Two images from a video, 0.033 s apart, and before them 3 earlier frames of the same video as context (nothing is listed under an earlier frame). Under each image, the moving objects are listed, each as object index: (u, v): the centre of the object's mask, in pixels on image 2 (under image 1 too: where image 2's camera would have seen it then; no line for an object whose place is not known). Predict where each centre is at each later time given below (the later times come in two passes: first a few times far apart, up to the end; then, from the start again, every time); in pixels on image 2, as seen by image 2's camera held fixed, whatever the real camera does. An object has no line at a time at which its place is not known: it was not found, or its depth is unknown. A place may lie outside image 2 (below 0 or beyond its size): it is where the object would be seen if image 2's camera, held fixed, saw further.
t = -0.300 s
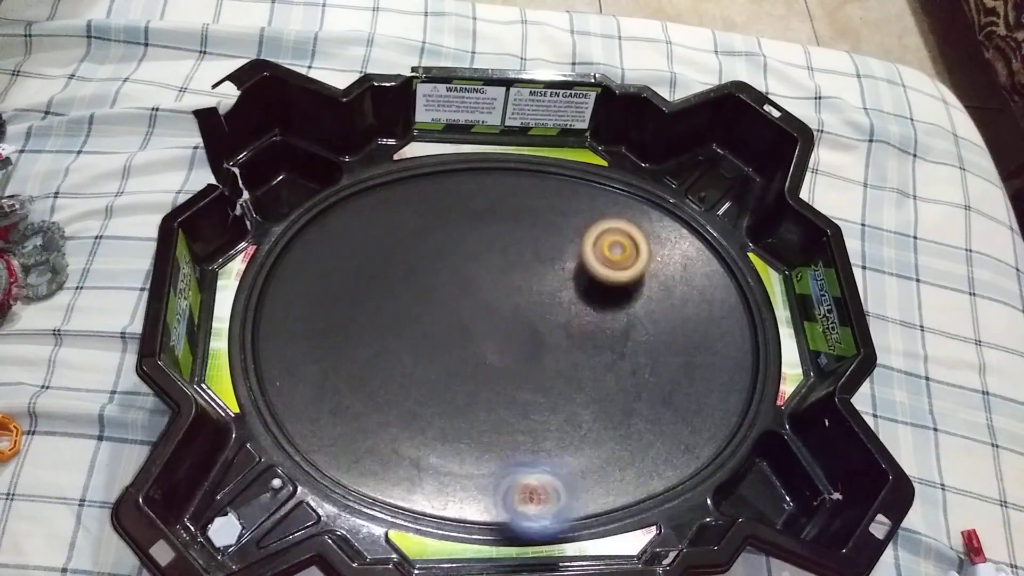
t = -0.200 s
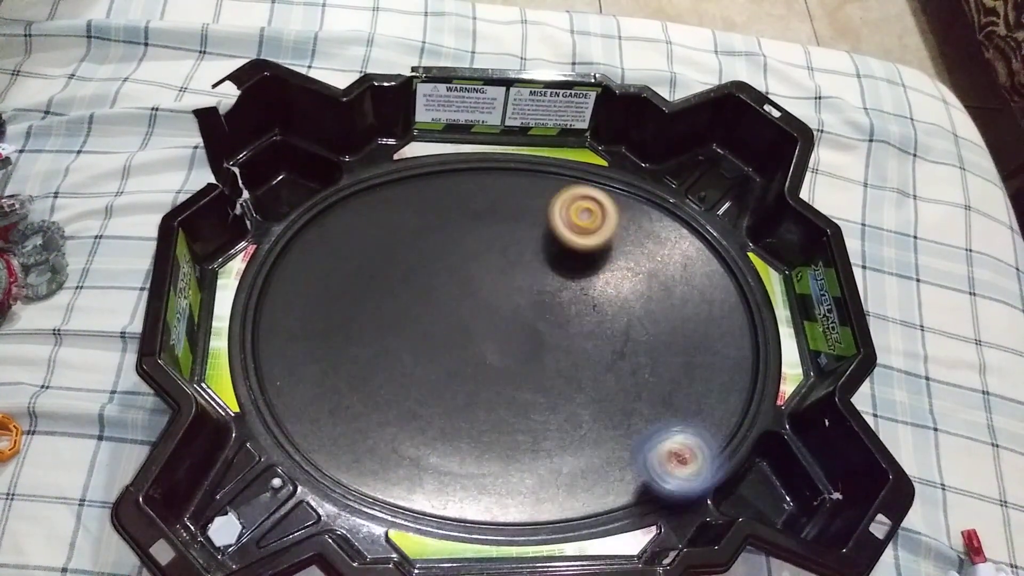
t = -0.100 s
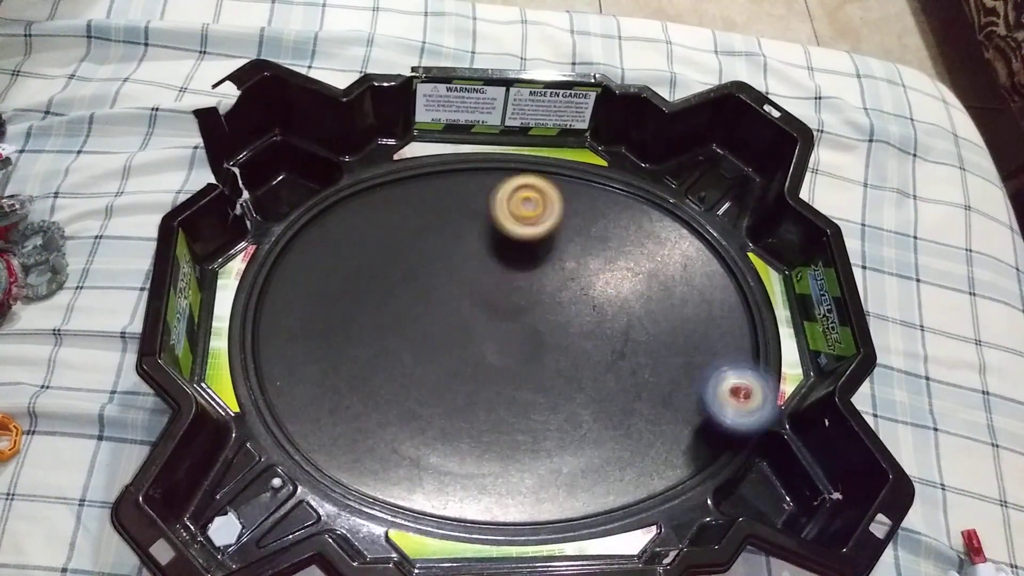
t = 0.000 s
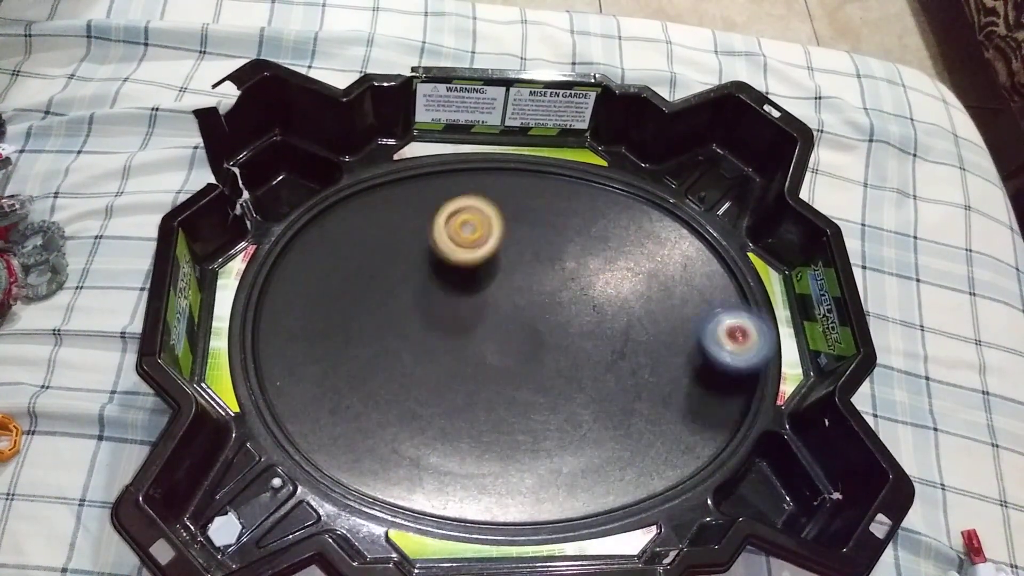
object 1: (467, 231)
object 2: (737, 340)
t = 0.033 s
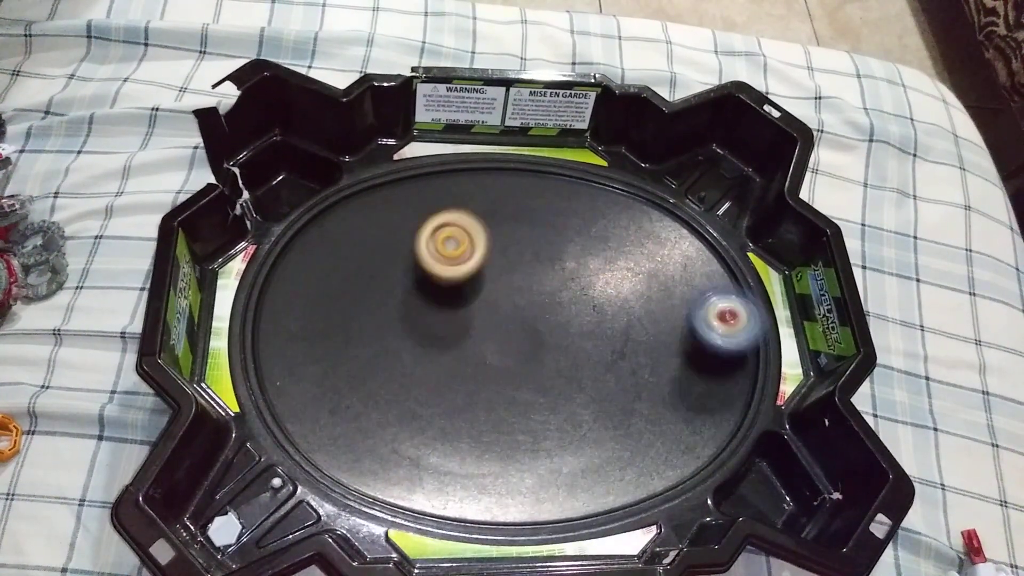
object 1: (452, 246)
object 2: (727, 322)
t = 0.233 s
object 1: (441, 379)
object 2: (593, 241)
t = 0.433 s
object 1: (558, 451)
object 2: (412, 257)
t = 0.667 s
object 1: (677, 375)
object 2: (313, 389)
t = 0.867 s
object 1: (640, 283)
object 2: (373, 464)
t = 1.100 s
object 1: (475, 284)
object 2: (505, 440)
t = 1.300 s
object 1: (387, 387)
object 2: (548, 354)
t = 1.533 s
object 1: (468, 477)
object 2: (512, 278)
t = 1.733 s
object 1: (580, 429)
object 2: (452, 252)
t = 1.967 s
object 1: (559, 307)
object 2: (409, 280)
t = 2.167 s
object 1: (444, 258)
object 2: (427, 330)
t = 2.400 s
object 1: (347, 324)
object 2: (512, 368)
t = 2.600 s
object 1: (390, 389)
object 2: (575, 361)
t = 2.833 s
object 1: (498, 366)
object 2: (604, 330)
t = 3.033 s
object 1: (465, 301)
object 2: (642, 307)
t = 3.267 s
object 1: (348, 308)
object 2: (669, 276)
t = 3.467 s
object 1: (354, 365)
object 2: (636, 274)
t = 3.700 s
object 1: (442, 370)
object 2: (563, 317)
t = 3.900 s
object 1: (437, 338)
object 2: (588, 358)
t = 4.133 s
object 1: (446, 324)
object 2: (607, 368)
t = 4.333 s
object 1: (469, 328)
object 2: (589, 367)
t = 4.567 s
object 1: (443, 284)
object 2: (574, 389)
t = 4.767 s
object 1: (390, 259)
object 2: (594, 404)
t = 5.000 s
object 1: (394, 311)
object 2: (577, 388)
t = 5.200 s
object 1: (440, 342)
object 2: (541, 363)
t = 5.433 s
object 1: (354, 320)
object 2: (630, 352)
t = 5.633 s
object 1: (383, 350)
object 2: (629, 318)
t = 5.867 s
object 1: (465, 352)
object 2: (573, 294)
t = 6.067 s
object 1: (480, 364)
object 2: (537, 272)
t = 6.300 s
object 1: (510, 368)
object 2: (493, 264)
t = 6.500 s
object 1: (527, 354)
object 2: (459, 290)
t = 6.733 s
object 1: (527, 347)
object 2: (446, 345)
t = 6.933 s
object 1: (556, 346)
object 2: (432, 385)
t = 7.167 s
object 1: (568, 325)
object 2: (437, 409)
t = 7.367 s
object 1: (547, 321)
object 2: (456, 399)
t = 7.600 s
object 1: (572, 321)
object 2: (432, 380)
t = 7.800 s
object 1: (598, 294)
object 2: (392, 373)
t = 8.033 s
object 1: (568, 293)
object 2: (384, 350)
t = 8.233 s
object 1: (534, 322)
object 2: (410, 325)
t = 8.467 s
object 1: (511, 371)
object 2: (462, 305)
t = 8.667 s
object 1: (503, 394)
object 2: (511, 303)
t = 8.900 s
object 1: (500, 387)
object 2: (562, 322)
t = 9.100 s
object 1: (486, 361)
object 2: (592, 345)
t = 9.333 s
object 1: (457, 328)
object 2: (598, 368)
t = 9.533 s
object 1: (435, 309)
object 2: (573, 377)
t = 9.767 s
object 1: (433, 311)
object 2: (473, 390)
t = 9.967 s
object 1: (456, 322)
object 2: (413, 412)
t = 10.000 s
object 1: (460, 323)
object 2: (408, 413)
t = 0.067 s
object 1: (439, 265)
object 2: (713, 303)
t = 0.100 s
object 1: (430, 286)
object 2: (695, 289)
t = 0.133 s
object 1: (427, 309)
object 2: (674, 275)
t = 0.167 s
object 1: (427, 333)
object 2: (650, 259)
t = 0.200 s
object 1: (432, 357)
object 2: (624, 248)
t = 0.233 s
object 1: (441, 379)
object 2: (593, 241)
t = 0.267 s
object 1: (455, 401)
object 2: (563, 235)
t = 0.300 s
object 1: (471, 418)
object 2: (534, 231)
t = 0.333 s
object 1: (492, 433)
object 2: (501, 233)
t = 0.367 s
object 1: (512, 442)
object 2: (469, 238)
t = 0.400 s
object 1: (536, 449)
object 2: (440, 247)
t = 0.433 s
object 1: (558, 451)
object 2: (412, 257)
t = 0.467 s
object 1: (582, 448)
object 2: (386, 272)
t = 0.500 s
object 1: (602, 443)
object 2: (361, 290)
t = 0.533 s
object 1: (623, 434)
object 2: (343, 309)
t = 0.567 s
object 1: (641, 422)
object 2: (329, 330)
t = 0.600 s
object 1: (657, 408)
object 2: (319, 352)
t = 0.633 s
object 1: (669, 392)
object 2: (315, 371)
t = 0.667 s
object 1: (677, 375)
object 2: (313, 389)
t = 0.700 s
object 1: (682, 358)
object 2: (316, 407)
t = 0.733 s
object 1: (682, 340)
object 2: (322, 422)
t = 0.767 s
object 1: (677, 324)
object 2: (331, 436)
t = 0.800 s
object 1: (668, 309)
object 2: (343, 447)
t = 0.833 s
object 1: (656, 295)
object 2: (357, 457)
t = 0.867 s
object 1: (640, 283)
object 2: (373, 464)
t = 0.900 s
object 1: (621, 273)
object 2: (393, 468)
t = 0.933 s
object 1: (599, 267)
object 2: (412, 469)
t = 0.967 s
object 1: (575, 264)
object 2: (432, 468)
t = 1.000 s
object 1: (550, 264)
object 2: (452, 465)
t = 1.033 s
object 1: (525, 267)
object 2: (470, 459)
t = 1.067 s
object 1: (500, 274)
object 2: (488, 450)
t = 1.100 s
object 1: (475, 284)
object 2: (505, 440)
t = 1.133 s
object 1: (455, 296)
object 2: (519, 428)
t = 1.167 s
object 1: (434, 312)
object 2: (531, 411)
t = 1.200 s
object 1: (417, 328)
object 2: (540, 399)
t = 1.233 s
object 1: (402, 348)
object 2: (546, 384)
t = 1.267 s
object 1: (392, 368)
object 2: (548, 369)
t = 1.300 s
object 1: (387, 387)
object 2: (548, 354)
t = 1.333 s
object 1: (386, 406)
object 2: (546, 340)
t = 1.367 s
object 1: (390, 423)
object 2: (543, 332)
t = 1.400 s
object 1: (399, 440)
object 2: (538, 322)
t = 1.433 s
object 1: (411, 453)
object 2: (533, 310)
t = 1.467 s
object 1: (427, 464)
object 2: (529, 300)
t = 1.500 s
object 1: (447, 472)
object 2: (522, 287)
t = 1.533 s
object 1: (468, 477)
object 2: (512, 278)
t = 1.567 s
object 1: (490, 477)
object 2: (501, 269)
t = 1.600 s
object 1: (511, 473)
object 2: (490, 261)
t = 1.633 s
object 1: (532, 467)
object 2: (480, 256)
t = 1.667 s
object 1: (550, 457)
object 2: (470, 254)
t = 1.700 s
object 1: (566, 445)
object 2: (460, 253)
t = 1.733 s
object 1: (580, 429)
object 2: (452, 252)
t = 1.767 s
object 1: (589, 412)
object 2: (443, 253)
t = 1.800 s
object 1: (593, 395)
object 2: (436, 255)
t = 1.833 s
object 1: (593, 376)
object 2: (428, 258)
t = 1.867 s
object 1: (589, 358)
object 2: (421, 262)
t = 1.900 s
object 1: (583, 339)
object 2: (416, 266)
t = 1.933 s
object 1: (572, 322)
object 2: (412, 273)
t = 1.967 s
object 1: (559, 307)
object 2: (409, 280)
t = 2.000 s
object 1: (543, 292)
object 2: (408, 288)
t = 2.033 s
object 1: (526, 280)
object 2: (409, 296)
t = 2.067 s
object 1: (507, 270)
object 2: (411, 304)
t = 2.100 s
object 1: (486, 263)
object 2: (416, 313)
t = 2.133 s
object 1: (464, 259)
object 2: (420, 322)
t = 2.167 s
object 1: (444, 258)
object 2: (427, 330)
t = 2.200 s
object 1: (423, 260)
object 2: (435, 339)
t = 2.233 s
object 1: (403, 266)
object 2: (446, 348)
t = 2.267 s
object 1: (385, 275)
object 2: (458, 354)
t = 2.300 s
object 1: (372, 285)
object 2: (471, 360)
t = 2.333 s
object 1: (362, 298)
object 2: (485, 364)
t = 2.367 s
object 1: (353, 311)
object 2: (499, 366)
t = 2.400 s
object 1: (347, 324)
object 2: (512, 368)
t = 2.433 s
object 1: (346, 337)
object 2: (524, 368)
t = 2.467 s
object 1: (349, 350)
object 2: (535, 369)
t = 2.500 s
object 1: (355, 363)
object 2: (546, 368)
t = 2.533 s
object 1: (364, 375)
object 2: (556, 366)
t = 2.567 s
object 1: (376, 383)
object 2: (567, 364)
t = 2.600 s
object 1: (390, 389)
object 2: (575, 361)
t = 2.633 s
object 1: (406, 393)
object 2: (582, 358)
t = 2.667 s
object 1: (422, 394)
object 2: (589, 353)
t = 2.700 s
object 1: (439, 393)
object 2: (595, 349)
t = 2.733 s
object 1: (456, 389)
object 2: (600, 343)
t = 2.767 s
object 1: (472, 383)
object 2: (602, 339)
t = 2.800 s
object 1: (486, 375)
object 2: (604, 335)
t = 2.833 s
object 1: (498, 366)
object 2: (604, 330)
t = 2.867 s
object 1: (509, 356)
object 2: (603, 326)
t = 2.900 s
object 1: (517, 345)
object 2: (602, 322)
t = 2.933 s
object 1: (522, 334)
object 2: (599, 319)
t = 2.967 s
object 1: (522, 323)
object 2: (598, 316)
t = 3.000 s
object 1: (494, 311)
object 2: (623, 312)
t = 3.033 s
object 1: (465, 301)
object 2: (642, 307)
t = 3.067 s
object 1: (440, 293)
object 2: (653, 303)
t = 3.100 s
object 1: (417, 288)
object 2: (660, 299)
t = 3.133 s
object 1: (397, 286)
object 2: (665, 294)
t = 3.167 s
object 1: (380, 287)
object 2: (667, 289)
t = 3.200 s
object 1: (367, 292)
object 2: (670, 284)
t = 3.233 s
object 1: (356, 299)
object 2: (670, 280)
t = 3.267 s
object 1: (348, 308)
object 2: (669, 276)
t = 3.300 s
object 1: (342, 319)
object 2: (667, 274)
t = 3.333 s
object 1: (339, 329)
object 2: (663, 272)
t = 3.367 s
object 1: (339, 339)
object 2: (658, 270)
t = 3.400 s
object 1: (341, 348)
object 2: (652, 270)
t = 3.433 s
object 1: (347, 357)
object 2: (644, 272)
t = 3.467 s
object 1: (354, 365)
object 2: (636, 274)
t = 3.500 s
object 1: (364, 371)
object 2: (628, 278)
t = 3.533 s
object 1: (376, 375)
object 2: (619, 283)
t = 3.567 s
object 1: (389, 377)
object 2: (607, 289)
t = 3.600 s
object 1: (402, 377)
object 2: (597, 296)
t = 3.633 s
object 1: (416, 376)
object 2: (586, 302)
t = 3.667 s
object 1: (429, 373)
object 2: (574, 310)
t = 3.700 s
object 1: (442, 370)
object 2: (563, 317)
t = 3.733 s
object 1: (454, 366)
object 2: (552, 327)
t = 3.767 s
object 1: (465, 361)
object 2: (542, 334)
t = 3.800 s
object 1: (458, 356)
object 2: (551, 343)
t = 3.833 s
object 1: (448, 349)
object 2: (565, 349)
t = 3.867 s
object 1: (441, 343)
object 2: (578, 353)
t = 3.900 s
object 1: (437, 338)
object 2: (588, 358)
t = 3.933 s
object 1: (435, 334)
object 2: (594, 362)
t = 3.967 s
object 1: (434, 330)
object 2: (599, 364)
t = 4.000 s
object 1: (435, 327)
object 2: (603, 367)
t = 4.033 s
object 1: (437, 325)
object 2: (606, 367)
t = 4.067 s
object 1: (440, 324)
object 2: (607, 368)
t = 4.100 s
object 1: (443, 324)
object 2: (607, 368)
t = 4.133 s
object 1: (446, 324)
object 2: (607, 368)
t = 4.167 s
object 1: (450, 325)
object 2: (607, 368)
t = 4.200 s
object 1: (454, 325)
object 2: (606, 369)
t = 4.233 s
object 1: (457, 326)
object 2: (603, 368)
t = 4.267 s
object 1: (462, 327)
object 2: (599, 369)
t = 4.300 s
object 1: (465, 328)
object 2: (594, 368)
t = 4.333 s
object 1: (469, 328)
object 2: (589, 367)
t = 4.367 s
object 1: (473, 329)
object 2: (582, 366)
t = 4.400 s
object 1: (476, 330)
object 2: (574, 365)
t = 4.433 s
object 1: (479, 330)
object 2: (566, 364)
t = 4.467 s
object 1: (481, 329)
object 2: (557, 363)
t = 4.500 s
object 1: (479, 323)
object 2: (553, 368)
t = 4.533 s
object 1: (460, 302)
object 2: (565, 382)
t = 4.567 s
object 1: (443, 284)
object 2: (574, 389)
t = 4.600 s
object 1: (429, 271)
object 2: (579, 394)
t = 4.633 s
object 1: (418, 261)
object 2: (583, 398)
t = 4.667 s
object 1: (409, 256)
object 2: (588, 401)
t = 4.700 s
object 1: (401, 255)
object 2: (590, 403)
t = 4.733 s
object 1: (395, 256)
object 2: (593, 403)
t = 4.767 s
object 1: (390, 259)
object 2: (594, 404)
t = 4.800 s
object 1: (385, 264)
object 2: (594, 404)
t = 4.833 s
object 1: (383, 271)
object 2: (594, 403)
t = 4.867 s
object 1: (382, 278)
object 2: (593, 401)
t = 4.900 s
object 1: (382, 286)
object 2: (591, 398)
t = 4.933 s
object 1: (383, 294)
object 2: (587, 396)
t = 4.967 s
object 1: (388, 303)
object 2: (582, 392)
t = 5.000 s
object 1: (394, 311)
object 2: (577, 388)
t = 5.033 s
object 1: (400, 318)
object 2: (570, 384)
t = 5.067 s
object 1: (409, 326)
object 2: (562, 379)
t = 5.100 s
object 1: (420, 333)
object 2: (553, 374)
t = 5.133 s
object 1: (431, 338)
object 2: (544, 368)
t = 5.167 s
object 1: (443, 344)
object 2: (534, 363)
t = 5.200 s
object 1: (440, 342)
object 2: (541, 363)
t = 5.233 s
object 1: (416, 332)
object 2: (568, 370)
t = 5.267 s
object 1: (395, 323)
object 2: (589, 372)
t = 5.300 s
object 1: (380, 317)
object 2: (603, 372)
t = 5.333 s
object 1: (369, 314)
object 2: (611, 369)
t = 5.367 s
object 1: (361, 314)
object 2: (619, 364)
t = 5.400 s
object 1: (356, 316)
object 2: (625, 359)
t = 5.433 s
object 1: (354, 320)
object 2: (630, 352)
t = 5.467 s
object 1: (353, 325)
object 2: (633, 348)
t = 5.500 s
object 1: (356, 331)
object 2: (635, 341)
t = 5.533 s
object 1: (360, 336)
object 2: (636, 335)
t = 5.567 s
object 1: (367, 341)
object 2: (635, 329)
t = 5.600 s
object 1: (374, 346)
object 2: (632, 324)
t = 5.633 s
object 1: (383, 350)
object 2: (629, 318)
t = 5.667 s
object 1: (393, 353)
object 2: (625, 313)
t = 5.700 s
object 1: (405, 355)
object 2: (619, 309)
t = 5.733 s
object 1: (416, 357)
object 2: (611, 304)
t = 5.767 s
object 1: (428, 357)
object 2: (604, 301)
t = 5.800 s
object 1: (441, 357)
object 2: (594, 297)
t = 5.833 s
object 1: (453, 355)
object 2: (585, 295)
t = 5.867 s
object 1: (465, 352)
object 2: (573, 294)
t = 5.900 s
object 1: (476, 349)
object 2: (561, 292)
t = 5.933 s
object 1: (486, 346)
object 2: (551, 291)
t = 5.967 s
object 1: (492, 345)
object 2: (543, 291)
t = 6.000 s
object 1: (485, 353)
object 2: (544, 283)
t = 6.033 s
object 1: (481, 359)
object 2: (542, 276)
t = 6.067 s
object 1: (480, 364)
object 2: (537, 272)
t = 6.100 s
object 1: (481, 367)
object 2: (532, 268)
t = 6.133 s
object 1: (485, 369)
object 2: (526, 266)
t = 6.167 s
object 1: (490, 371)
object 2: (520, 264)
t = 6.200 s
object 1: (495, 372)
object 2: (513, 263)
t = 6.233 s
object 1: (500, 371)
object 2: (506, 263)
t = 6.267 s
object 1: (505, 370)
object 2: (500, 263)
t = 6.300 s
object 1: (510, 368)
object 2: (493, 264)
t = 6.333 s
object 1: (513, 366)
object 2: (486, 266)
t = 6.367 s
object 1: (518, 364)
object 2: (480, 269)
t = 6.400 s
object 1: (521, 362)
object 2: (474, 273)
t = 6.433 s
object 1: (523, 359)
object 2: (469, 278)
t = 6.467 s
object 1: (526, 356)
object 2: (464, 284)
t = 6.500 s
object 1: (527, 354)
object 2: (459, 290)
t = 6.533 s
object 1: (529, 352)
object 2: (455, 296)
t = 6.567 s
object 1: (529, 349)
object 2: (451, 304)
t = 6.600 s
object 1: (529, 348)
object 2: (448, 312)
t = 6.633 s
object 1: (529, 347)
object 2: (446, 320)
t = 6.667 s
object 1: (529, 347)
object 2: (445, 328)
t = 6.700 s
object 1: (528, 347)
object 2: (445, 336)
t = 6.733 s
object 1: (527, 347)
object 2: (446, 345)
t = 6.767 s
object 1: (526, 347)
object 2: (447, 352)
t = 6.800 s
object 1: (528, 349)
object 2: (446, 359)
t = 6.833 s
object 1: (537, 349)
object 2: (438, 366)
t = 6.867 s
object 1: (545, 349)
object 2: (436, 372)
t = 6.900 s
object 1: (551, 347)
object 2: (433, 379)
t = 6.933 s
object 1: (556, 346)
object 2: (432, 385)
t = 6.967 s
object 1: (561, 343)
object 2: (431, 390)
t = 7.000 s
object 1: (564, 341)
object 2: (430, 395)
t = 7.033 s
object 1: (567, 338)
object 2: (431, 400)
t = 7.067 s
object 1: (569, 334)
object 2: (432, 404)
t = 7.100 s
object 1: (570, 331)
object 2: (433, 406)
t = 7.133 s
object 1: (569, 327)
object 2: (436, 407)
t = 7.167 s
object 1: (568, 325)
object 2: (437, 409)
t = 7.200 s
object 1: (566, 323)
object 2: (440, 409)
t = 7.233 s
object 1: (563, 322)
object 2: (441, 408)
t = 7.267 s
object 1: (560, 322)
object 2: (444, 407)
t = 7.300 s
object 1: (556, 321)
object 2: (449, 404)
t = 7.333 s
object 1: (552, 321)
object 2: (452, 402)
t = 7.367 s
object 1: (547, 321)
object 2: (456, 399)
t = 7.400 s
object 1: (543, 323)
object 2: (460, 395)
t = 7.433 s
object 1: (540, 324)
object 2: (463, 390)
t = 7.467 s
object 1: (538, 327)
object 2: (467, 385)
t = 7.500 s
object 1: (535, 330)
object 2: (471, 380)
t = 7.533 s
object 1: (538, 332)
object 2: (468, 375)
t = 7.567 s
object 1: (557, 326)
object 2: (448, 379)
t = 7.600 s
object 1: (572, 321)
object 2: (432, 380)
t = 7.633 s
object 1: (584, 316)
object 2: (422, 381)
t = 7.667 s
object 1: (590, 311)
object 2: (414, 380)
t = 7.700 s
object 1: (595, 306)
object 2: (407, 379)
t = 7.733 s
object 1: (598, 302)
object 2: (402, 377)
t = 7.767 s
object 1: (599, 297)
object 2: (397, 376)
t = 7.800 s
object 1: (598, 294)
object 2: (392, 373)
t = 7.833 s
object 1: (596, 291)
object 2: (389, 371)
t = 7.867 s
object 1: (594, 289)
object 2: (386, 368)
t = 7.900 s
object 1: (589, 288)
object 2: (384, 364)
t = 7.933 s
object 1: (586, 288)
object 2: (383, 362)
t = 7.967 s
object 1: (580, 289)
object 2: (383, 359)
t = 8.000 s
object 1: (575, 291)
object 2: (384, 355)
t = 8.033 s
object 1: (568, 293)
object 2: (384, 350)
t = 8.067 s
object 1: (563, 296)
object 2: (386, 346)
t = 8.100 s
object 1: (556, 300)
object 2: (389, 341)
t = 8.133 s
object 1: (550, 305)
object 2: (393, 337)
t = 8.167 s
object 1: (543, 310)
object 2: (398, 333)
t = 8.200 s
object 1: (538, 316)
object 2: (403, 329)
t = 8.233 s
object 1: (534, 322)
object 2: (410, 325)
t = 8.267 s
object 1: (531, 329)
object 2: (416, 322)
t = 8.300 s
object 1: (527, 337)
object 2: (423, 318)
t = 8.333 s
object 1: (524, 345)
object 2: (430, 314)
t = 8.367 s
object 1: (520, 353)
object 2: (437, 311)
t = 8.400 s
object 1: (517, 360)
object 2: (446, 309)
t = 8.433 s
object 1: (514, 366)
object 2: (454, 307)
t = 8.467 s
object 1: (511, 371)
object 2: (462, 305)
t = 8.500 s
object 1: (509, 376)
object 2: (470, 303)
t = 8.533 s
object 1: (507, 381)
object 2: (477, 303)
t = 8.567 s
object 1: (506, 386)
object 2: (486, 302)
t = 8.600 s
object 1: (504, 389)
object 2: (494, 301)
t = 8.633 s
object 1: (503, 392)
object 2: (502, 302)
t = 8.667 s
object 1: (503, 394)
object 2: (511, 303)
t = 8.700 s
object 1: (503, 395)
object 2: (519, 303)
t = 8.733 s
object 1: (503, 396)
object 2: (527, 306)
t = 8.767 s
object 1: (502, 395)
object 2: (535, 307)
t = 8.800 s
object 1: (502, 394)
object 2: (543, 311)
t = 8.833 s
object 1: (501, 392)
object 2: (550, 315)
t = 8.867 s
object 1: (501, 389)
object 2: (556, 318)
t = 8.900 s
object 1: (500, 387)
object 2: (562, 322)
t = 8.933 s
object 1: (499, 383)
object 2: (569, 325)
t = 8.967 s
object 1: (498, 379)
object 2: (576, 329)
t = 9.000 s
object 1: (495, 375)
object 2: (581, 333)
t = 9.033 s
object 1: (493, 370)
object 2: (585, 338)
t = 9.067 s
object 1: (490, 366)
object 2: (589, 340)
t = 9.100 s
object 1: (486, 361)
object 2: (592, 345)
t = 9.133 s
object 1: (483, 356)
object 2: (594, 349)
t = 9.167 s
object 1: (478, 352)
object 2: (596, 353)
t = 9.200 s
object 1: (474, 347)
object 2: (597, 357)
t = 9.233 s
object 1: (470, 342)
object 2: (598, 360)
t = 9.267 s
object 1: (465, 337)
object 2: (599, 363)
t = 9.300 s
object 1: (462, 332)
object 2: (598, 366)
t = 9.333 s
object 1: (457, 328)
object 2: (598, 368)
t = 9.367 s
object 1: (453, 324)
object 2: (595, 370)
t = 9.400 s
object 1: (449, 320)
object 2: (593, 372)
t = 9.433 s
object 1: (445, 317)
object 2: (590, 375)
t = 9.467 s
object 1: (441, 314)
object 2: (584, 376)
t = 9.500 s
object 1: (438, 311)
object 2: (578, 377)
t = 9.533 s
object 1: (435, 309)
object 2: (573, 377)
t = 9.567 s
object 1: (433, 308)
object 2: (565, 377)
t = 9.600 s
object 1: (432, 307)
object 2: (553, 379)
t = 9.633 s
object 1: (430, 307)
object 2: (538, 380)
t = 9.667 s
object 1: (430, 307)
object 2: (522, 382)
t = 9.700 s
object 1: (431, 308)
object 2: (505, 385)
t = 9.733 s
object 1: (431, 309)
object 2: (489, 387)
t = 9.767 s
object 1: (433, 311)
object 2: (473, 390)
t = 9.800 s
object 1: (435, 313)
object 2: (460, 394)
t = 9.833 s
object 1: (439, 314)
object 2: (447, 398)
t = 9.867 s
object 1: (442, 316)
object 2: (435, 403)
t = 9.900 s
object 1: (446, 318)
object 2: (425, 406)
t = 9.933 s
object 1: (451, 320)
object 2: (418, 410)
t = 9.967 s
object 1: (456, 322)
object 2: (413, 412)
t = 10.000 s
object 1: (460, 323)
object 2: (408, 413)
